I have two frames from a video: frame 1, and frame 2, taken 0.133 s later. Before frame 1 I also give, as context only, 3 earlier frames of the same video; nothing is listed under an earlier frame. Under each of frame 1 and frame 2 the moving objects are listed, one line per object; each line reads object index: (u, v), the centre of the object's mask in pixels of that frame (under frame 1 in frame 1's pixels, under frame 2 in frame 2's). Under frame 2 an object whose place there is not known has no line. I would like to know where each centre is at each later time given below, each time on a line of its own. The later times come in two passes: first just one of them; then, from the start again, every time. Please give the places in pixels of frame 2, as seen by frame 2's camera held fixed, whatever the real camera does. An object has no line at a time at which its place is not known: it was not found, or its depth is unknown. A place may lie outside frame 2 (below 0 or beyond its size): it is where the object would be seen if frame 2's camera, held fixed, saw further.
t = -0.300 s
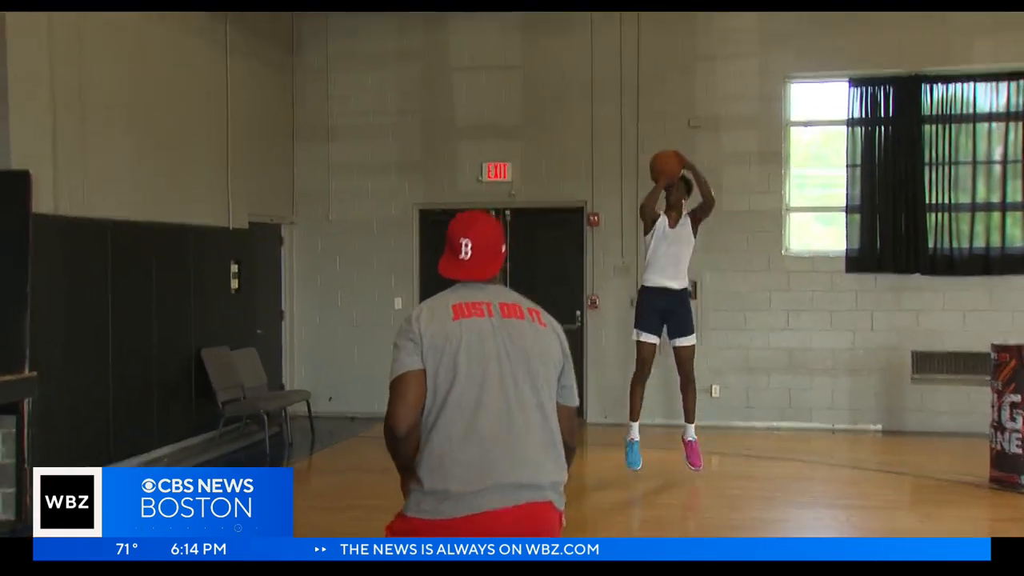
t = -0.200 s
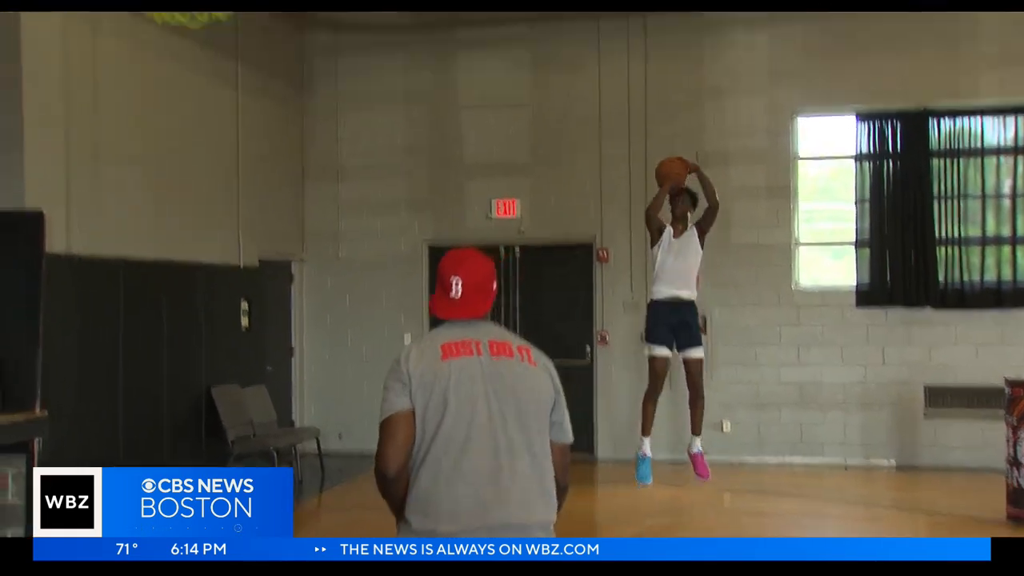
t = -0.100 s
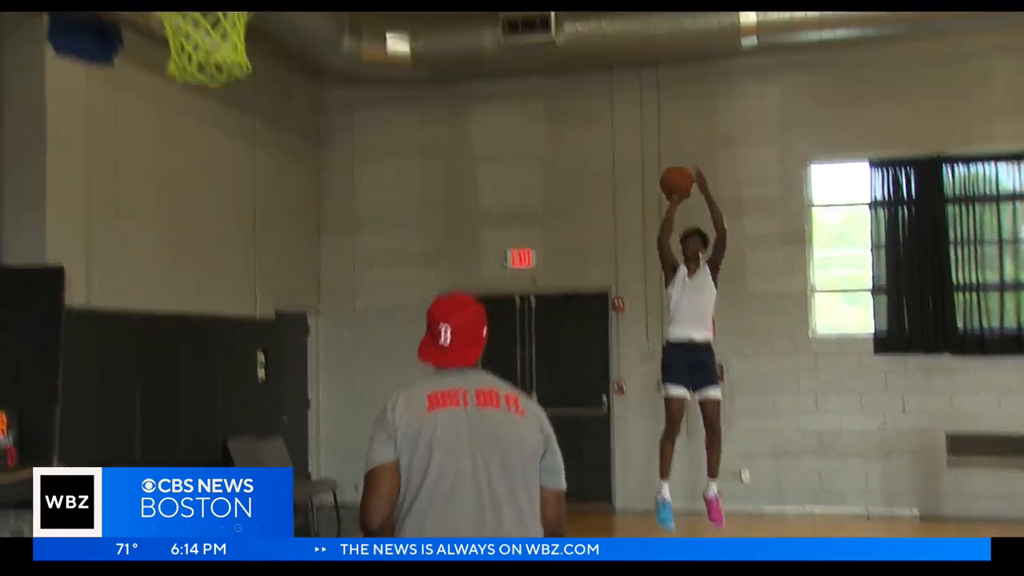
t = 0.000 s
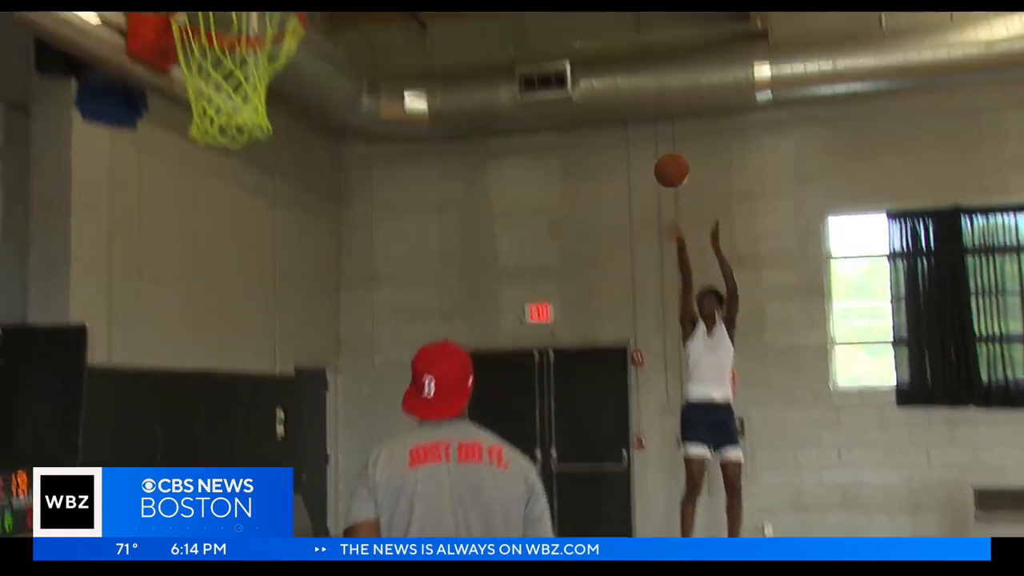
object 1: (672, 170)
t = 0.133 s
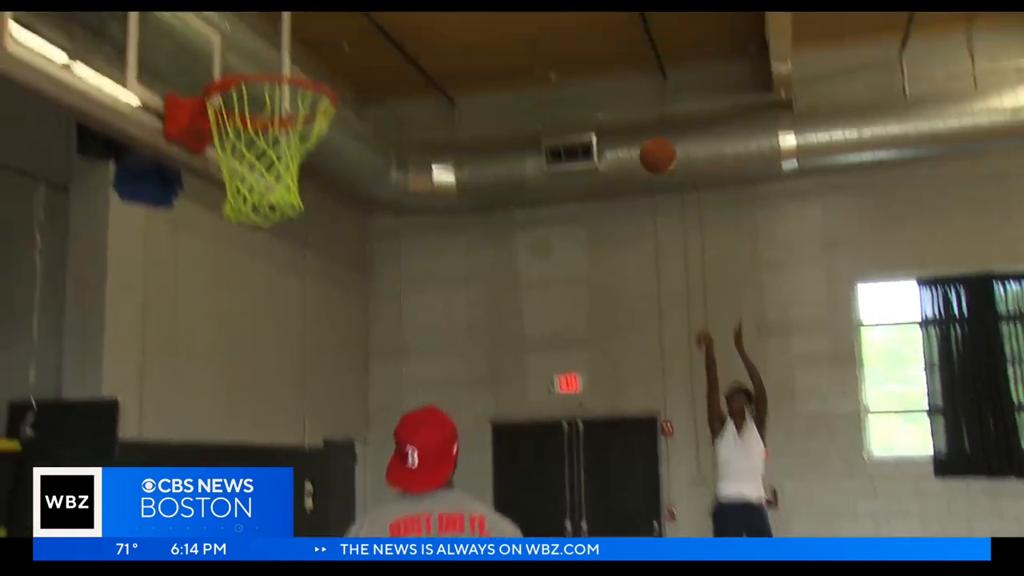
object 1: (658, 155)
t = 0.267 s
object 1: (614, 85)
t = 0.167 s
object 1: (647, 135)
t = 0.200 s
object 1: (636, 118)
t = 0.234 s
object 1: (625, 102)
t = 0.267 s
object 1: (614, 85)
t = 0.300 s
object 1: (602, 71)
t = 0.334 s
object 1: (591, 57)
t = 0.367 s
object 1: (577, 45)
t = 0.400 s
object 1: (564, 34)
